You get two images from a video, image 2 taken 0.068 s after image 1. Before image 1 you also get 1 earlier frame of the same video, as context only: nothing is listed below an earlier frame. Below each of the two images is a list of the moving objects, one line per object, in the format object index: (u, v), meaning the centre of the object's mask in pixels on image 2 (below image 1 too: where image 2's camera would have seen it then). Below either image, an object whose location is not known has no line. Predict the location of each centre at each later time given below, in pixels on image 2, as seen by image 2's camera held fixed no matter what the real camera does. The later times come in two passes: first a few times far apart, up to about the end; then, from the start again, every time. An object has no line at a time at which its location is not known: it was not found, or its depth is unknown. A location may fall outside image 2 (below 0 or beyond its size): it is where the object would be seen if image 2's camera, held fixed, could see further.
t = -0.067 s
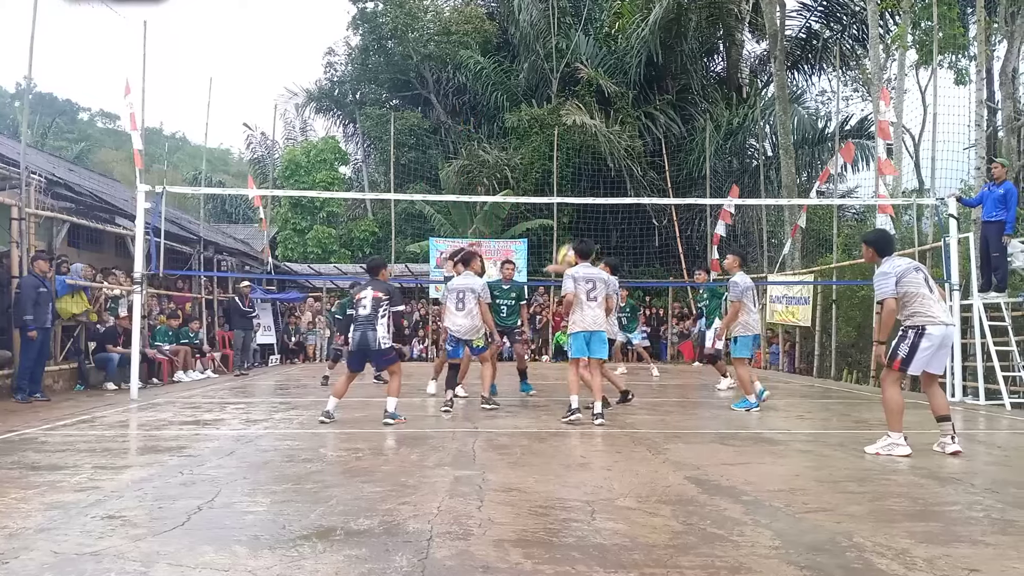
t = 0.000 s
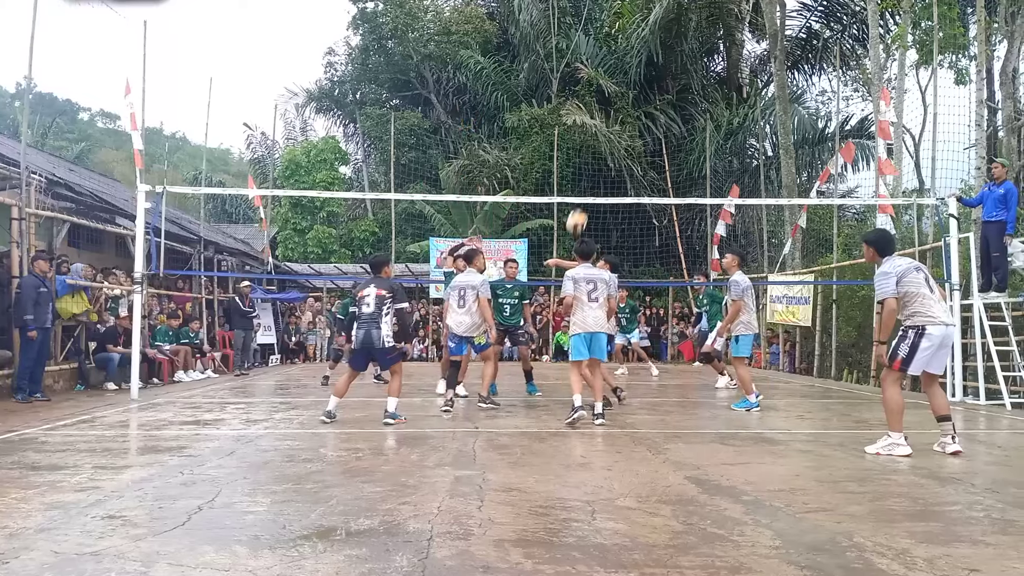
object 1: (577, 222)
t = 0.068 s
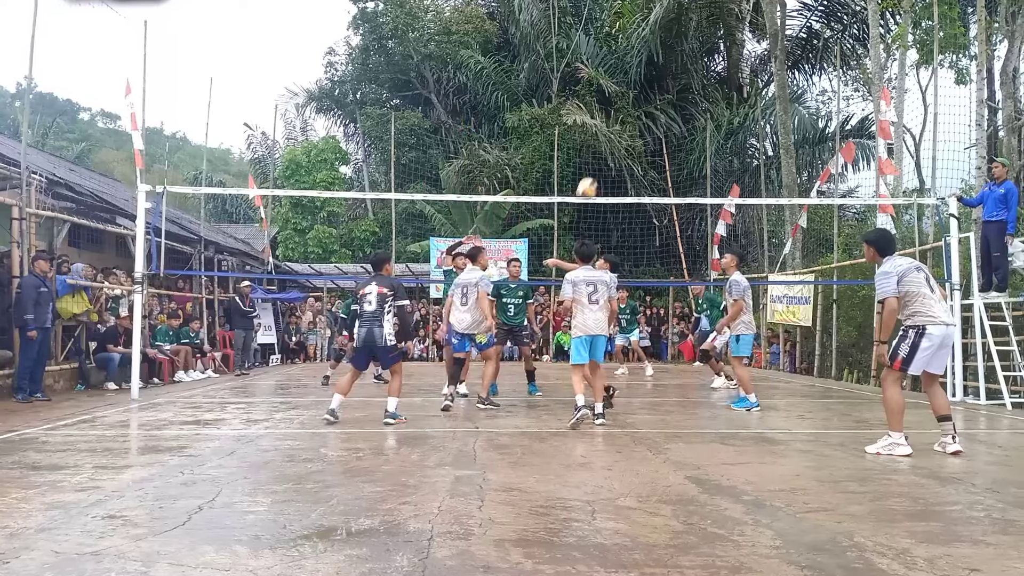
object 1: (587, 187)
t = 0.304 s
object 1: (623, 109)
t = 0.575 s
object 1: (666, 75)
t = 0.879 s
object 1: (718, 118)
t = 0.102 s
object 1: (592, 175)
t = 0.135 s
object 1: (597, 162)
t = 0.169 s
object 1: (602, 149)
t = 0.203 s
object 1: (608, 137)
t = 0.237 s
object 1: (613, 126)
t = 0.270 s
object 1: (618, 117)
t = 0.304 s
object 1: (623, 109)
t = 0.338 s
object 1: (628, 100)
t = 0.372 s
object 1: (634, 94)
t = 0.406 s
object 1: (639, 88)
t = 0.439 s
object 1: (644, 83)
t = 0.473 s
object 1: (650, 79)
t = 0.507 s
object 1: (655, 77)
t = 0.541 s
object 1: (660, 75)
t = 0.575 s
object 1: (666, 75)
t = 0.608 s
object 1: (672, 75)
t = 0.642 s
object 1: (678, 77)
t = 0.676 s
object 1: (683, 80)
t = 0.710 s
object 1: (689, 83)
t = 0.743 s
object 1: (695, 89)
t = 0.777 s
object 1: (700, 94)
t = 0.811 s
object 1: (706, 101)
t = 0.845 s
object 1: (712, 109)
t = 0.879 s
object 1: (718, 118)
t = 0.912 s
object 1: (725, 131)
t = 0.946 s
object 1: (731, 143)
